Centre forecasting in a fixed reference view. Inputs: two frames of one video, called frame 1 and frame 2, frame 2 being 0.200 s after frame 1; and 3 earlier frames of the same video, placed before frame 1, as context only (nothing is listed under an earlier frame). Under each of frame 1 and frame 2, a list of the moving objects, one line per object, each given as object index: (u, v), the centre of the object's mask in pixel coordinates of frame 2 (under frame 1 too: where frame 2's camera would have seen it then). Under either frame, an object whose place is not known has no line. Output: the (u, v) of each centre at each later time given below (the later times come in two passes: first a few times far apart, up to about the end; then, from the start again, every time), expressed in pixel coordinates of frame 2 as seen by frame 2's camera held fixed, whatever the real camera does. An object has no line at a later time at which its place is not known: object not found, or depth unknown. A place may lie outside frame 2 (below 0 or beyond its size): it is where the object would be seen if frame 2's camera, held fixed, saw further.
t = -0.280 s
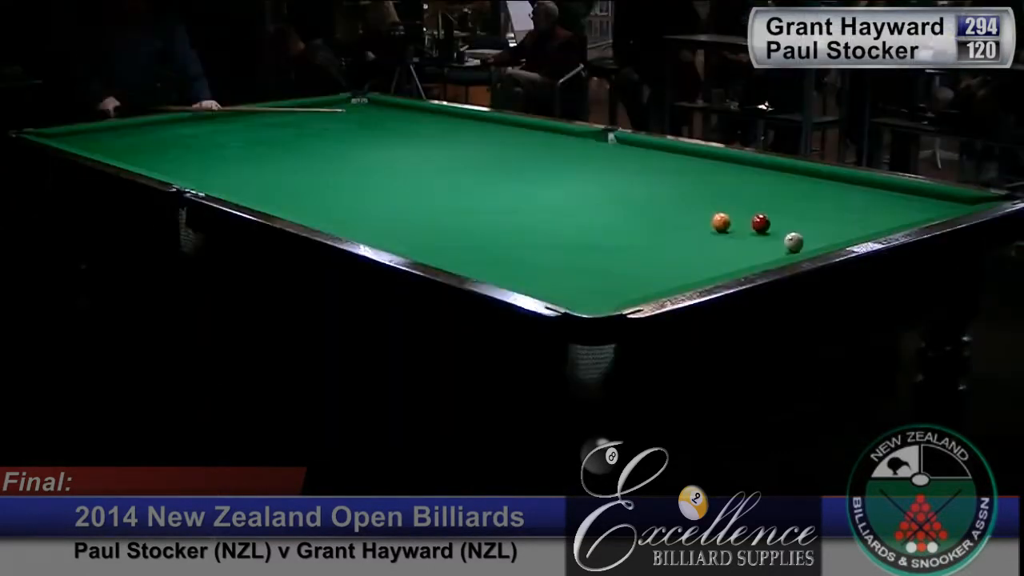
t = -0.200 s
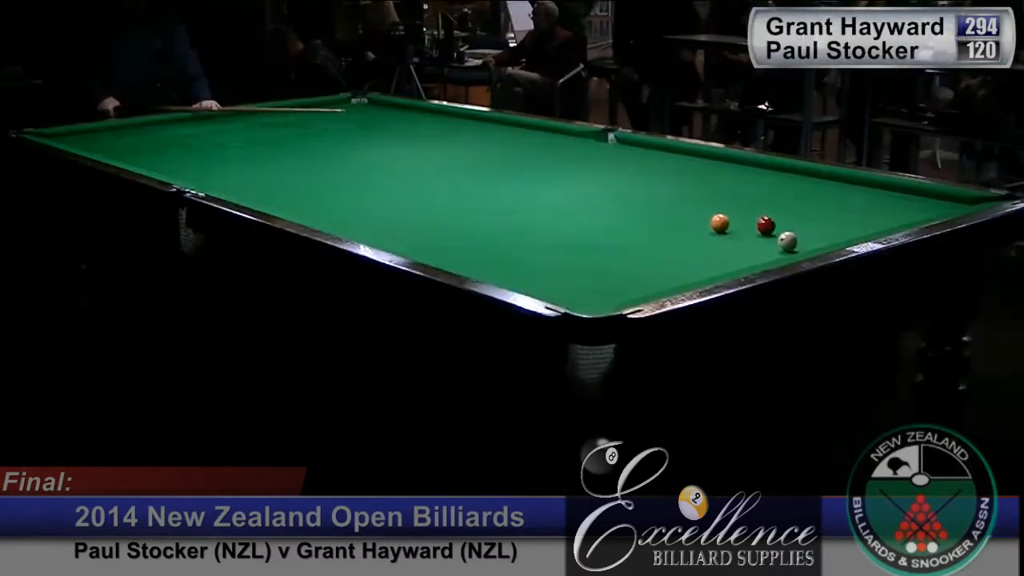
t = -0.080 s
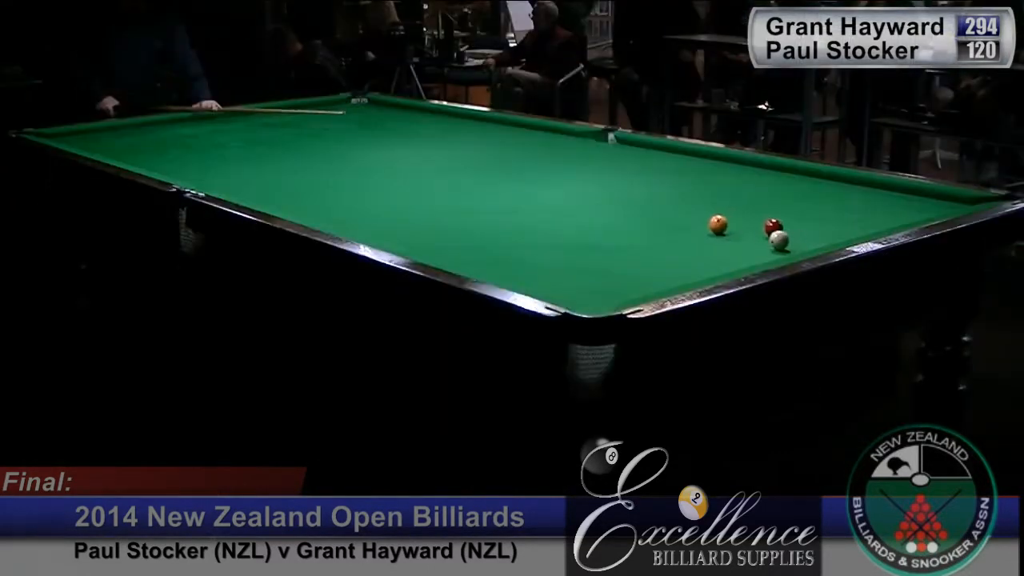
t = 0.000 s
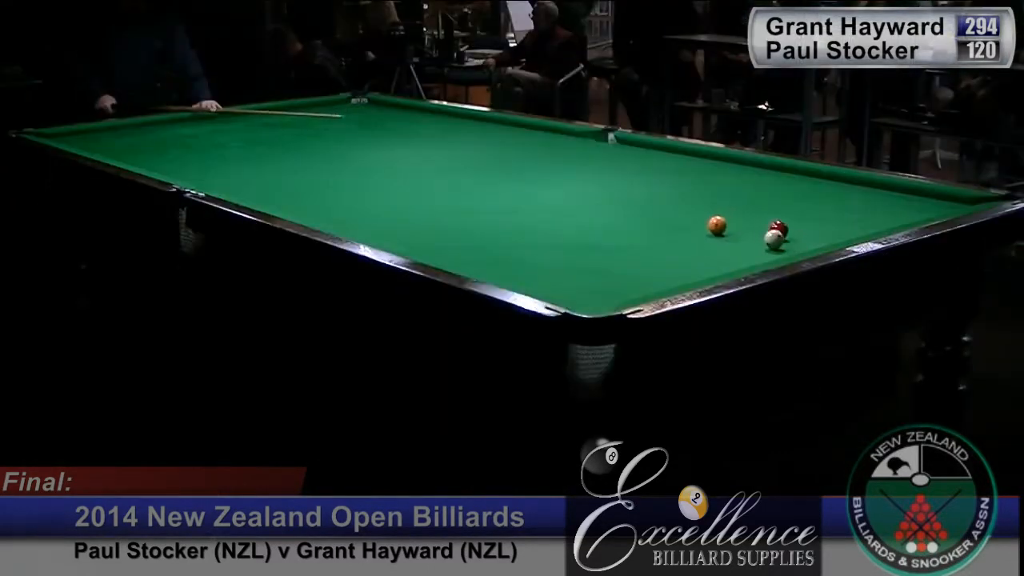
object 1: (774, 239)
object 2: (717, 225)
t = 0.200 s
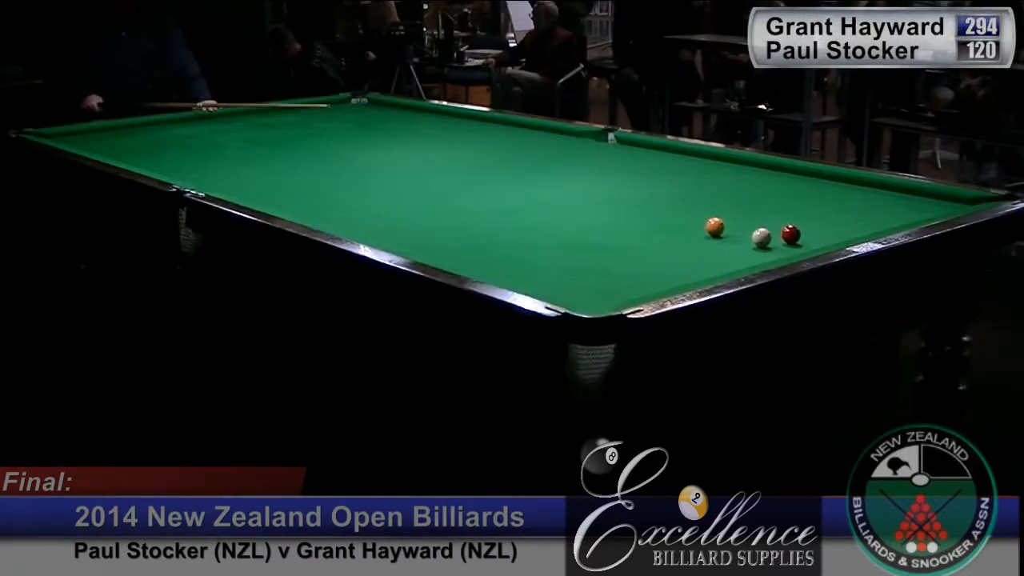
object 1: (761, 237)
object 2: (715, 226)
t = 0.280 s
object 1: (757, 237)
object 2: (714, 227)
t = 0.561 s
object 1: (743, 234)
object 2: (711, 229)
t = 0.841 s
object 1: (732, 233)
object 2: (710, 230)
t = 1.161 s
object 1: (728, 233)
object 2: (707, 231)
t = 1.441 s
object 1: (728, 233)
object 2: (705, 231)
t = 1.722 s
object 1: (728, 233)
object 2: (705, 231)
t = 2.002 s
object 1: (728, 233)
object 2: (705, 231)
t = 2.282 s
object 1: (728, 233)
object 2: (705, 231)
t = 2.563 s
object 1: (728, 233)
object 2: (705, 231)
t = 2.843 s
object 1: (728, 233)
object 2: (705, 231)
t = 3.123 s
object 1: (728, 233)
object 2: (705, 231)
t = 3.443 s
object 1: (728, 233)
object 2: (705, 231)
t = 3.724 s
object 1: (728, 233)
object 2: (705, 231)
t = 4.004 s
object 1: (728, 233)
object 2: (705, 231)
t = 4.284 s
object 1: (728, 233)
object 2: (705, 231)
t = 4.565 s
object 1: (727, 234)
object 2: (705, 231)
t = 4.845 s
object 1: (728, 233)
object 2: (705, 231)
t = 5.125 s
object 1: (728, 233)
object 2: (705, 231)
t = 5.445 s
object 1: (728, 233)
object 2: (705, 231)
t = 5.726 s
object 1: (728, 233)
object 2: (705, 231)
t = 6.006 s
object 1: (728, 233)
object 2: (705, 231)
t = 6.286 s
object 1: (728, 233)
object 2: (705, 231)
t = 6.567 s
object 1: (728, 233)
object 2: (705, 231)
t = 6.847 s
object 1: (728, 233)
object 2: (705, 231)
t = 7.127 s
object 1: (728, 233)
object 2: (705, 231)
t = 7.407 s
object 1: (728, 233)
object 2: (705, 231)
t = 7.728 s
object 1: (728, 233)
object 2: (705, 231)
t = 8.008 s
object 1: (728, 233)
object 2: (705, 231)
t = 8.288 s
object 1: (728, 233)
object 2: (705, 231)
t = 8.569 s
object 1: (728, 233)
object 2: (705, 231)
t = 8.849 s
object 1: (728, 233)
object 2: (705, 231)
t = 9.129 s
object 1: (728, 233)
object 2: (705, 231)
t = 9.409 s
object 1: (728, 233)
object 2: (705, 231)
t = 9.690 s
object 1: (728, 233)
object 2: (705, 231)
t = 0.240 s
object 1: (759, 237)
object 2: (714, 227)
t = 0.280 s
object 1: (757, 237)
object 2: (714, 227)
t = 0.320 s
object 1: (755, 236)
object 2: (713, 227)
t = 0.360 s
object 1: (753, 236)
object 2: (713, 228)
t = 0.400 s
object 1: (751, 236)
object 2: (712, 228)
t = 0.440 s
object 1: (748, 236)
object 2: (712, 228)
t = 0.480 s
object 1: (747, 235)
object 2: (712, 229)
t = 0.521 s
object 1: (745, 235)
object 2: (712, 229)
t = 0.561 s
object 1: (743, 234)
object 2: (711, 229)
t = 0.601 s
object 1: (741, 234)
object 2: (711, 229)
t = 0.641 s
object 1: (740, 234)
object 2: (711, 230)
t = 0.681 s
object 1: (738, 234)
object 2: (710, 230)
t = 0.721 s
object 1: (737, 234)
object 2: (710, 230)
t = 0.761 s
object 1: (735, 233)
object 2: (710, 230)
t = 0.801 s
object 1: (734, 233)
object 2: (710, 230)
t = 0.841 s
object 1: (732, 233)
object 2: (710, 230)
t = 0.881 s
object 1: (731, 233)
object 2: (710, 231)
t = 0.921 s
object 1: (730, 233)
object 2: (709, 231)
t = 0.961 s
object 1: (728, 233)
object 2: (709, 231)
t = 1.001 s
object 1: (728, 233)
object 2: (709, 231)
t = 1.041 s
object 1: (727, 233)
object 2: (708, 231)
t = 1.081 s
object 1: (727, 233)
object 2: (708, 231)
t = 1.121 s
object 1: (727, 233)
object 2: (708, 231)
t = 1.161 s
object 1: (728, 233)
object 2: (707, 231)
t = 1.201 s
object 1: (728, 233)
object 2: (706, 231)
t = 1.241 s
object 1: (728, 233)
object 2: (706, 231)
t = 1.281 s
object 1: (728, 233)
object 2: (706, 231)
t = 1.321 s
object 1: (728, 233)
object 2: (706, 231)
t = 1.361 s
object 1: (728, 233)
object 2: (705, 231)
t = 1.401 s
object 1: (728, 233)
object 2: (705, 231)
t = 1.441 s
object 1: (728, 233)
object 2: (705, 231)
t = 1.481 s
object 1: (728, 233)
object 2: (705, 231)
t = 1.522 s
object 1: (728, 233)
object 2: (705, 231)
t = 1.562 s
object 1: (728, 233)
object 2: (705, 231)
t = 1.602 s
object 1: (728, 233)
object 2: (705, 231)
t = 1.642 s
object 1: (728, 233)
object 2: (705, 231)
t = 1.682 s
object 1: (728, 233)
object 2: (705, 231)
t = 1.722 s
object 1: (728, 233)
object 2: (705, 231)
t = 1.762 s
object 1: (728, 233)
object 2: (705, 231)
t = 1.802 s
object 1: (728, 233)
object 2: (705, 231)
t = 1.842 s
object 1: (728, 233)
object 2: (705, 231)
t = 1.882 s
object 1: (728, 233)
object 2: (705, 231)
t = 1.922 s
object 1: (728, 233)
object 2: (705, 231)
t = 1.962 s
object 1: (728, 233)
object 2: (705, 231)
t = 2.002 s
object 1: (728, 233)
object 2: (705, 231)
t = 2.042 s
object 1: (728, 233)
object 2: (705, 231)
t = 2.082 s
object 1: (728, 233)
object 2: (705, 231)
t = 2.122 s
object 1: (728, 233)
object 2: (705, 231)
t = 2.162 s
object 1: (728, 233)
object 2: (705, 231)
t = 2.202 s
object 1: (728, 233)
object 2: (705, 231)
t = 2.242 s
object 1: (728, 233)
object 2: (705, 231)
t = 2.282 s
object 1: (728, 233)
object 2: (705, 231)
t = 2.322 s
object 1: (728, 233)
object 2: (705, 231)
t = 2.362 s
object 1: (728, 233)
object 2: (705, 231)
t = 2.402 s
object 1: (728, 233)
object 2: (705, 231)
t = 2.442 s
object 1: (728, 233)
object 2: (705, 231)
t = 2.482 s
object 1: (728, 233)
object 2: (705, 231)
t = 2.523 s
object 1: (728, 233)
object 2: (705, 231)
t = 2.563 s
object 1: (728, 233)
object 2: (705, 231)
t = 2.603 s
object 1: (728, 233)
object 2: (705, 231)
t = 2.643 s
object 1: (728, 233)
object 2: (705, 231)
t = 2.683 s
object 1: (728, 233)
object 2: (705, 231)
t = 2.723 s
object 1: (728, 233)
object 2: (705, 231)
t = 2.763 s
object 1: (728, 233)
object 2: (705, 231)
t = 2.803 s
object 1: (728, 233)
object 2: (705, 231)
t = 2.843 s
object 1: (728, 233)
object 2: (705, 231)
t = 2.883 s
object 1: (728, 233)
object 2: (705, 231)
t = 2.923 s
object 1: (728, 233)
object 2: (705, 231)
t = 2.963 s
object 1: (728, 233)
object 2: (705, 231)
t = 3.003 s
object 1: (728, 233)
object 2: (705, 231)
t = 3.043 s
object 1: (728, 233)
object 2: (705, 231)
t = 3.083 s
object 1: (728, 233)
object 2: (705, 231)
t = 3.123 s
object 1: (728, 233)
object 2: (705, 231)
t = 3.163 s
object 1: (728, 233)
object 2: (705, 231)
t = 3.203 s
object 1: (728, 233)
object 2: (705, 231)
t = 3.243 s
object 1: (728, 233)
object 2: (705, 231)
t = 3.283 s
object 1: (728, 233)
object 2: (705, 231)
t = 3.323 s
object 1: (728, 233)
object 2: (705, 231)
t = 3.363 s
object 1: (728, 233)
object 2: (705, 231)
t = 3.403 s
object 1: (728, 233)
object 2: (705, 231)
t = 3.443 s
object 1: (728, 233)
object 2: (705, 231)
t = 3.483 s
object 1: (728, 233)
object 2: (705, 231)
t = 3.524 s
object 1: (728, 233)
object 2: (705, 231)
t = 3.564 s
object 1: (728, 233)
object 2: (705, 231)
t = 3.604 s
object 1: (728, 233)
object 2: (705, 231)
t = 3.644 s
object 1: (728, 233)
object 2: (705, 231)
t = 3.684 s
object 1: (728, 233)
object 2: (705, 231)
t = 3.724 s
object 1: (728, 233)
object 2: (705, 231)
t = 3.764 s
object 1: (728, 233)
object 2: (705, 231)
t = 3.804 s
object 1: (728, 233)
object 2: (705, 231)
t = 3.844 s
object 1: (728, 233)
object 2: (705, 231)
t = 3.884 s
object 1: (728, 233)
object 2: (705, 231)
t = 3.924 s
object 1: (728, 233)
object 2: (705, 231)
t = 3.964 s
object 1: (728, 233)
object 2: (705, 231)
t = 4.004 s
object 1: (728, 233)
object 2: (705, 231)
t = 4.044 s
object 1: (728, 233)
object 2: (705, 231)
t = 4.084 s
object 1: (728, 233)
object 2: (705, 231)
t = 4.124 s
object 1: (728, 233)
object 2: (705, 231)
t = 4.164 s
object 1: (728, 233)
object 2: (705, 231)
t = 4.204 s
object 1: (728, 233)
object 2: (705, 231)
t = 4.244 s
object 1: (728, 233)
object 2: (705, 231)
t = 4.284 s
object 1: (728, 233)
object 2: (705, 231)
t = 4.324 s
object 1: (728, 233)
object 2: (705, 231)
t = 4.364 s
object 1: (728, 233)
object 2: (705, 231)
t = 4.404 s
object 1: (728, 233)
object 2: (705, 231)
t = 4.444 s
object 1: (728, 233)
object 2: (705, 231)
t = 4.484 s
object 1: (728, 233)
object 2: (705, 231)
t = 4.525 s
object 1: (727, 233)
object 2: (705, 231)
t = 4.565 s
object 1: (727, 234)
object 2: (705, 231)
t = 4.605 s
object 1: (726, 234)
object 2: (705, 231)
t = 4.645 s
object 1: (726, 234)
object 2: (705, 231)
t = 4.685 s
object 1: (726, 234)
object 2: (705, 231)
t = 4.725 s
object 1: (726, 234)
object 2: (705, 231)
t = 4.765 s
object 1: (727, 233)
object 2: (705, 231)
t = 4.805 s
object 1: (728, 233)
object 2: (705, 231)
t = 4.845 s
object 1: (728, 233)
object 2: (705, 231)
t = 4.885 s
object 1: (728, 233)
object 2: (705, 231)
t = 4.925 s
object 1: (728, 233)
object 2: (705, 231)
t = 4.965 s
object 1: (728, 233)
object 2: (705, 231)
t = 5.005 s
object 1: (728, 233)
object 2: (705, 231)
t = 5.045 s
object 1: (728, 233)
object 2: (705, 231)
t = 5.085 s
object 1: (728, 233)
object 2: (705, 231)
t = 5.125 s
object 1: (728, 233)
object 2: (705, 231)
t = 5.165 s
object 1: (728, 233)
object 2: (705, 231)
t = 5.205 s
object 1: (728, 233)
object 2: (705, 231)
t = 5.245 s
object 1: (728, 233)
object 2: (705, 231)
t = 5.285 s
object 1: (728, 233)
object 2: (705, 231)
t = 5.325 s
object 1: (728, 233)
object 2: (705, 231)
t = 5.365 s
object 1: (728, 233)
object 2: (705, 231)
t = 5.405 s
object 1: (728, 233)
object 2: (705, 231)
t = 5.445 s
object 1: (728, 233)
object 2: (705, 231)
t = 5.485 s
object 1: (728, 233)
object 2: (705, 231)
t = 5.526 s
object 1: (728, 233)
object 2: (705, 231)
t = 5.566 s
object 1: (728, 233)
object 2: (705, 231)
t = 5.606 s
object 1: (728, 233)
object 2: (705, 231)
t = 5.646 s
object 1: (728, 233)
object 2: (705, 231)
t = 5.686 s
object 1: (728, 233)
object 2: (705, 231)
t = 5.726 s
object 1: (728, 233)
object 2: (705, 231)
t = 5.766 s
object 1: (728, 233)
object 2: (705, 231)
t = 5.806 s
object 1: (728, 233)
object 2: (705, 231)
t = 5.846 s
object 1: (728, 233)
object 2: (705, 231)
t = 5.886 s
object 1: (728, 233)
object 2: (705, 231)
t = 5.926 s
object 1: (728, 233)
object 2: (705, 231)
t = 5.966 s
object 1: (728, 233)
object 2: (705, 231)
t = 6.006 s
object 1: (728, 233)
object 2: (705, 231)
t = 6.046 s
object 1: (728, 233)
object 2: (705, 231)
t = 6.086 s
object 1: (728, 233)
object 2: (705, 231)
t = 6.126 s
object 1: (728, 233)
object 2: (705, 231)
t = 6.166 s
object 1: (728, 233)
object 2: (705, 231)
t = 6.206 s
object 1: (728, 233)
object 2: (705, 231)
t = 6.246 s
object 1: (728, 233)
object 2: (705, 231)
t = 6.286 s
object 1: (728, 233)
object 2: (705, 231)
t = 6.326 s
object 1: (728, 233)
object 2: (705, 231)
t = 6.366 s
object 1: (728, 233)
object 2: (705, 231)
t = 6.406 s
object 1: (728, 233)
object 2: (705, 231)
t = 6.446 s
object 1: (728, 233)
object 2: (705, 231)
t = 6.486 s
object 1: (728, 233)
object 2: (705, 231)
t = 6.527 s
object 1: (728, 233)
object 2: (705, 231)
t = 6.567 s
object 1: (728, 233)
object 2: (705, 231)
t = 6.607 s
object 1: (728, 233)
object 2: (705, 231)
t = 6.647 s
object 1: (728, 233)
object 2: (705, 231)
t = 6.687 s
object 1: (728, 233)
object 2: (705, 231)
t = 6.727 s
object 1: (728, 233)
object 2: (705, 231)
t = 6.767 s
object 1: (728, 233)
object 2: (705, 231)
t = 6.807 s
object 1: (728, 233)
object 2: (705, 231)
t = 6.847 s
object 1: (728, 233)
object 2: (705, 231)
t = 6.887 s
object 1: (728, 233)
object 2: (705, 231)
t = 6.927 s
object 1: (728, 233)
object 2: (705, 231)
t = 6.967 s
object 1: (728, 233)
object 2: (705, 231)
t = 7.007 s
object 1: (728, 233)
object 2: (705, 231)
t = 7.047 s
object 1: (728, 233)
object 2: (705, 231)
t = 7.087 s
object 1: (728, 233)
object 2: (705, 231)
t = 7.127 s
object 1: (728, 233)
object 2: (705, 231)
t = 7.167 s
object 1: (728, 233)
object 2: (705, 231)
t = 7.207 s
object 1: (728, 233)
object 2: (705, 231)
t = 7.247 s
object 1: (728, 233)
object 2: (705, 231)
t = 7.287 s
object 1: (728, 233)
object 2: (705, 231)
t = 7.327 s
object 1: (728, 233)
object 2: (705, 231)
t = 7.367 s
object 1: (728, 233)
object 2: (705, 231)
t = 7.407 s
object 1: (728, 233)
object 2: (705, 231)
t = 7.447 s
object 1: (728, 233)
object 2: (705, 231)
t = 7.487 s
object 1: (728, 233)
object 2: (705, 231)
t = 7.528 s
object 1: (728, 233)
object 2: (705, 231)
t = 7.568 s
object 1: (728, 233)
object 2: (705, 231)
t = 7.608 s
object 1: (728, 233)
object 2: (705, 231)
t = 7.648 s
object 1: (728, 233)
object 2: (705, 231)
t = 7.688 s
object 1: (728, 233)
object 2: (705, 231)
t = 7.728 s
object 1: (728, 233)
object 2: (705, 231)
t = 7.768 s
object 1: (728, 233)
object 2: (705, 231)
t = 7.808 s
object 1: (728, 233)
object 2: (705, 231)
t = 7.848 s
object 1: (728, 233)
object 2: (705, 231)
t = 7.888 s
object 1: (728, 233)
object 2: (705, 231)
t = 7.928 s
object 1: (728, 233)
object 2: (705, 231)
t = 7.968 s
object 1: (728, 233)
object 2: (705, 231)
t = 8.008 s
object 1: (728, 233)
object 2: (705, 231)
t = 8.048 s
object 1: (728, 233)
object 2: (705, 231)
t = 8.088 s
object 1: (728, 233)
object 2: (705, 231)
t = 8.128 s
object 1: (728, 233)
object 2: (705, 231)
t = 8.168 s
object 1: (728, 233)
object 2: (705, 231)
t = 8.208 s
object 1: (728, 233)
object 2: (705, 231)
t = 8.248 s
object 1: (728, 233)
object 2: (705, 231)
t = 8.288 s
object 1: (728, 233)
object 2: (705, 231)
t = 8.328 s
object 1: (728, 233)
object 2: (705, 231)
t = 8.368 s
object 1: (728, 233)
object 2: (705, 231)
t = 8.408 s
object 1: (728, 233)
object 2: (705, 231)
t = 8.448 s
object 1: (728, 233)
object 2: (705, 231)
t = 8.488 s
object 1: (728, 233)
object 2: (705, 231)
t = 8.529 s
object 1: (728, 233)
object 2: (705, 231)
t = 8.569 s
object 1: (728, 233)
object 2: (705, 231)
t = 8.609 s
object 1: (728, 233)
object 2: (705, 231)
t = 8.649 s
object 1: (728, 233)
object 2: (705, 231)
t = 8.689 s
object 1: (728, 233)
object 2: (705, 231)
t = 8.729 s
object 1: (728, 233)
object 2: (705, 231)
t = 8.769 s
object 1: (728, 233)
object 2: (705, 231)
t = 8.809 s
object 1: (728, 233)
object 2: (705, 231)
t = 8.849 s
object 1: (728, 233)
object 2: (705, 231)
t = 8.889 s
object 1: (728, 233)
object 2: (705, 231)
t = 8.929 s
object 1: (728, 233)
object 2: (705, 231)
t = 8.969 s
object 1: (728, 233)
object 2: (705, 231)
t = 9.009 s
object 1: (728, 233)
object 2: (705, 231)
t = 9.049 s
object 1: (728, 233)
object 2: (705, 231)
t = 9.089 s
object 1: (728, 233)
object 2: (705, 231)
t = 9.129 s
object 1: (728, 233)
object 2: (705, 231)
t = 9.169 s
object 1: (728, 233)
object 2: (705, 231)
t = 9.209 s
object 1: (728, 233)
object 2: (705, 231)
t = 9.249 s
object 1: (728, 233)
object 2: (705, 231)
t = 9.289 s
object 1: (728, 233)
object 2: (705, 231)
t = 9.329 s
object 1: (728, 233)
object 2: (705, 231)
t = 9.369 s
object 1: (728, 233)
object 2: (705, 231)
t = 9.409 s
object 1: (728, 233)
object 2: (705, 231)
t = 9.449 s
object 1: (728, 233)
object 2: (705, 231)
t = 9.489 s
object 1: (728, 233)
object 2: (705, 231)
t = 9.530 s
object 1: (728, 233)
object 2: (705, 231)
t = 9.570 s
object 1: (728, 233)
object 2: (705, 231)
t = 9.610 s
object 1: (728, 233)
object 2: (705, 231)
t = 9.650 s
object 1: (728, 233)
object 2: (705, 231)
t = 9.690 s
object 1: (728, 233)
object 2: (705, 231)
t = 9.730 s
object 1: (728, 233)
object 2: (705, 231)
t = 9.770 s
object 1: (728, 233)
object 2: (705, 231)
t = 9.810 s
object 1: (728, 233)
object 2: (705, 231)
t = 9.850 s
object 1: (728, 233)
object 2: (705, 231)
